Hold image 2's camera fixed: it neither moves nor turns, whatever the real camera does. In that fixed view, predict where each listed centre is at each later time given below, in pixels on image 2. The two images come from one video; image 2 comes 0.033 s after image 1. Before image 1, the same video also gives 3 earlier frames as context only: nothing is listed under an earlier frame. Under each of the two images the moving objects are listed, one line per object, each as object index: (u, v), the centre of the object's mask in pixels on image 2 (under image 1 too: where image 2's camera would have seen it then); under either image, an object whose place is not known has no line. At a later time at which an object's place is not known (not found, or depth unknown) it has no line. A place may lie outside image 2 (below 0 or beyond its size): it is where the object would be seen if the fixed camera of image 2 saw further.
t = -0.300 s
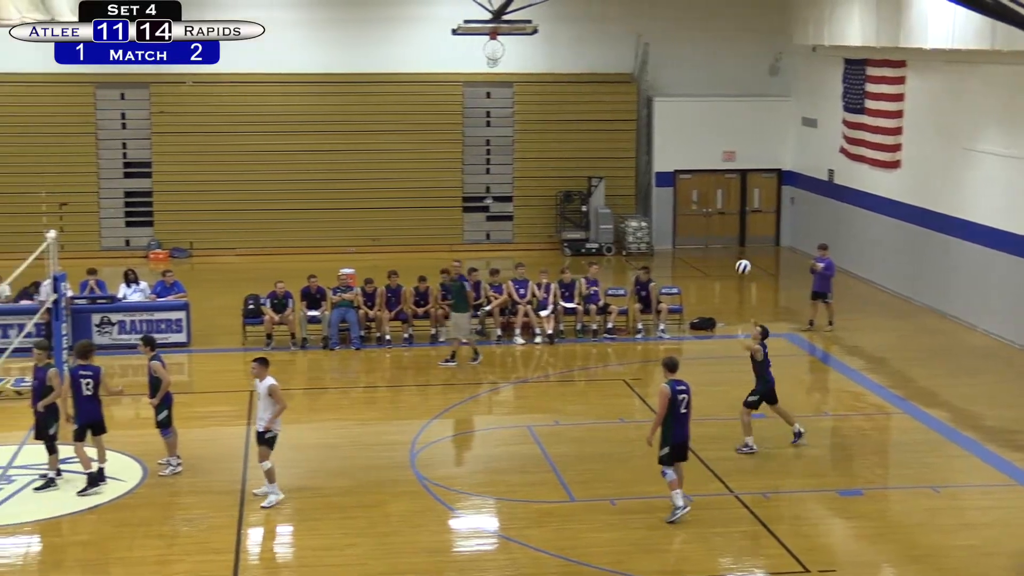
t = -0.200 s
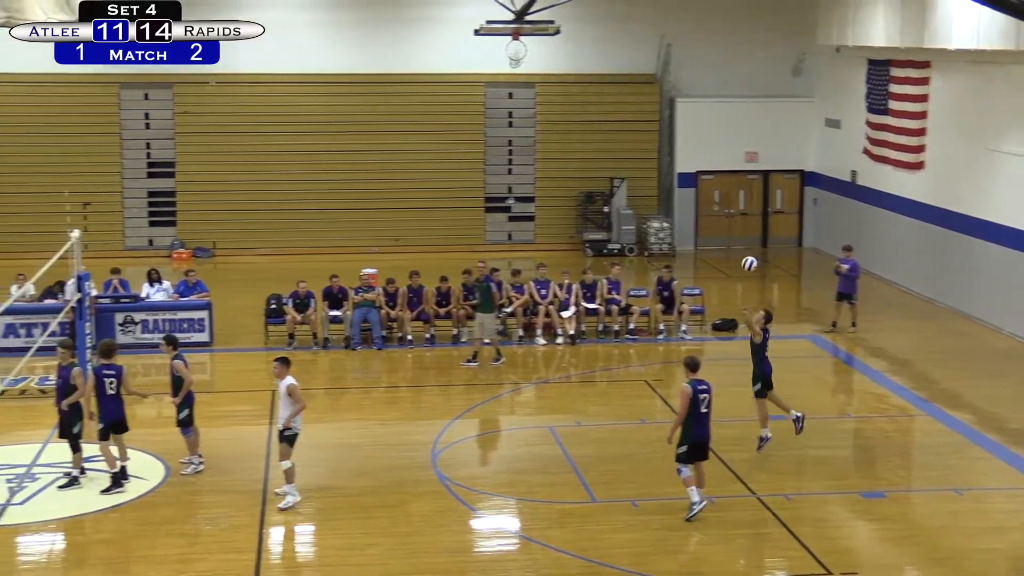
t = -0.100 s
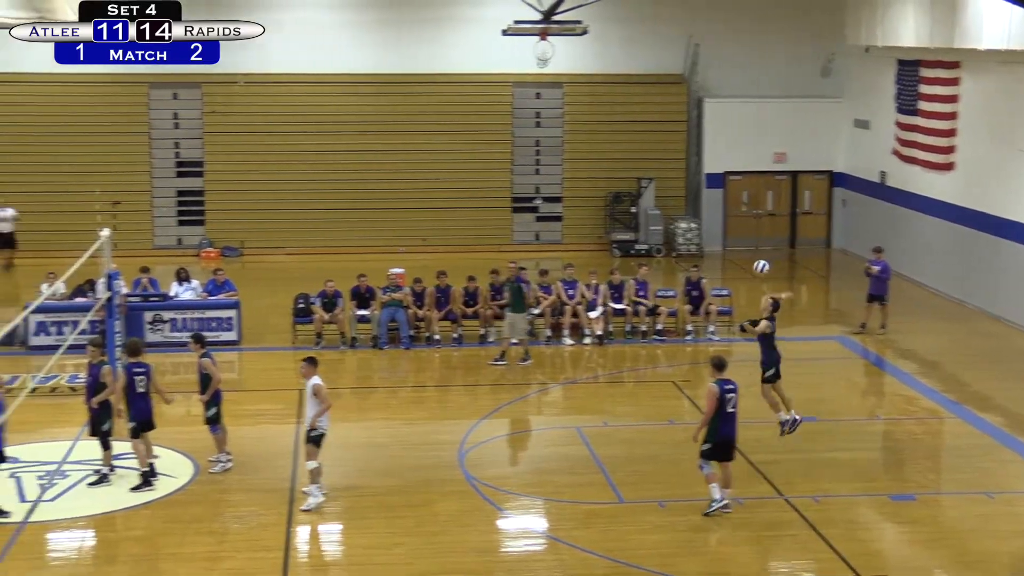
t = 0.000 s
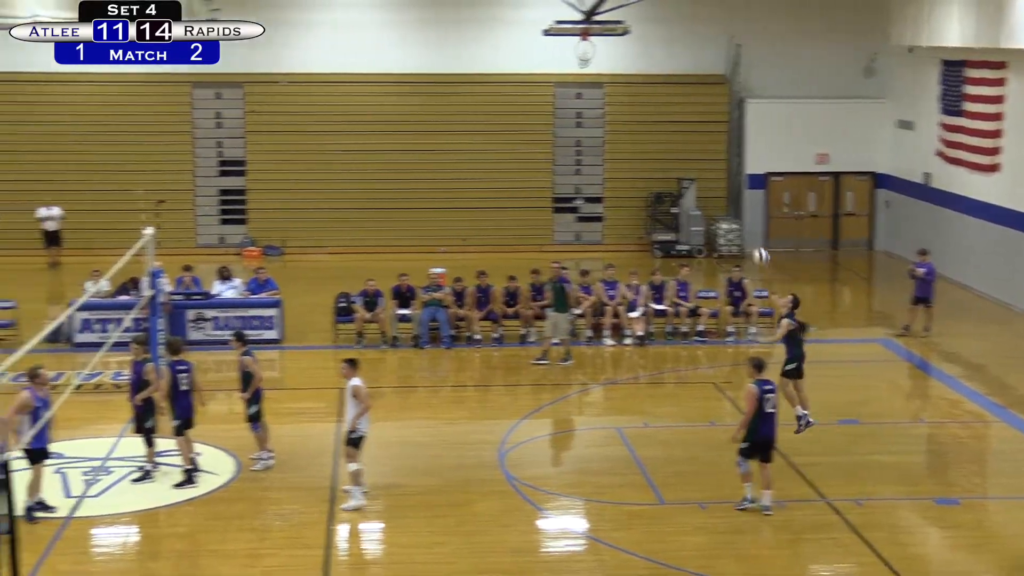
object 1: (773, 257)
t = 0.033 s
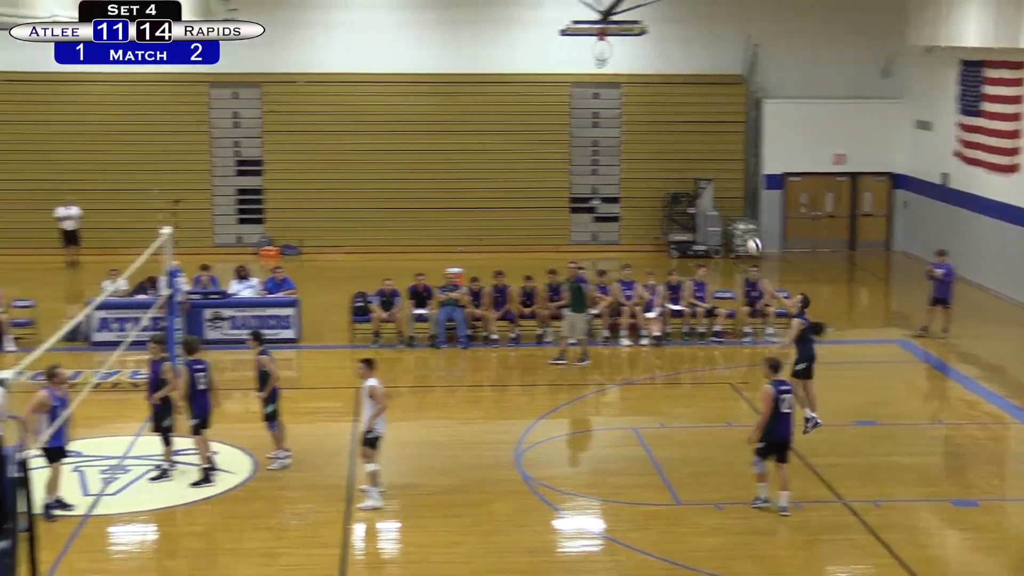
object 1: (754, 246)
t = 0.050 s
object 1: (743, 240)
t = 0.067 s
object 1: (734, 236)
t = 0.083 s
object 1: (724, 231)
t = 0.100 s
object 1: (714, 226)
